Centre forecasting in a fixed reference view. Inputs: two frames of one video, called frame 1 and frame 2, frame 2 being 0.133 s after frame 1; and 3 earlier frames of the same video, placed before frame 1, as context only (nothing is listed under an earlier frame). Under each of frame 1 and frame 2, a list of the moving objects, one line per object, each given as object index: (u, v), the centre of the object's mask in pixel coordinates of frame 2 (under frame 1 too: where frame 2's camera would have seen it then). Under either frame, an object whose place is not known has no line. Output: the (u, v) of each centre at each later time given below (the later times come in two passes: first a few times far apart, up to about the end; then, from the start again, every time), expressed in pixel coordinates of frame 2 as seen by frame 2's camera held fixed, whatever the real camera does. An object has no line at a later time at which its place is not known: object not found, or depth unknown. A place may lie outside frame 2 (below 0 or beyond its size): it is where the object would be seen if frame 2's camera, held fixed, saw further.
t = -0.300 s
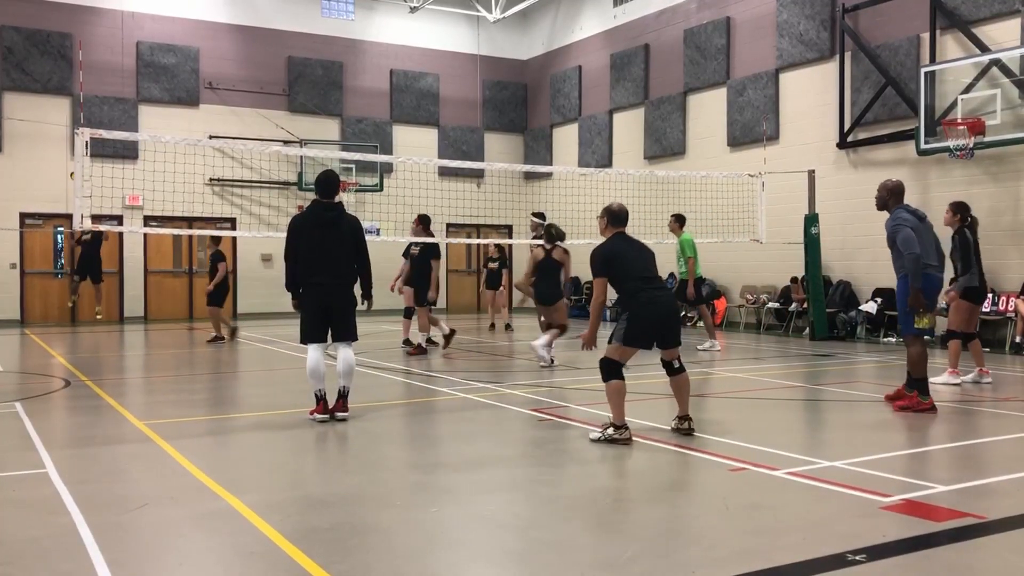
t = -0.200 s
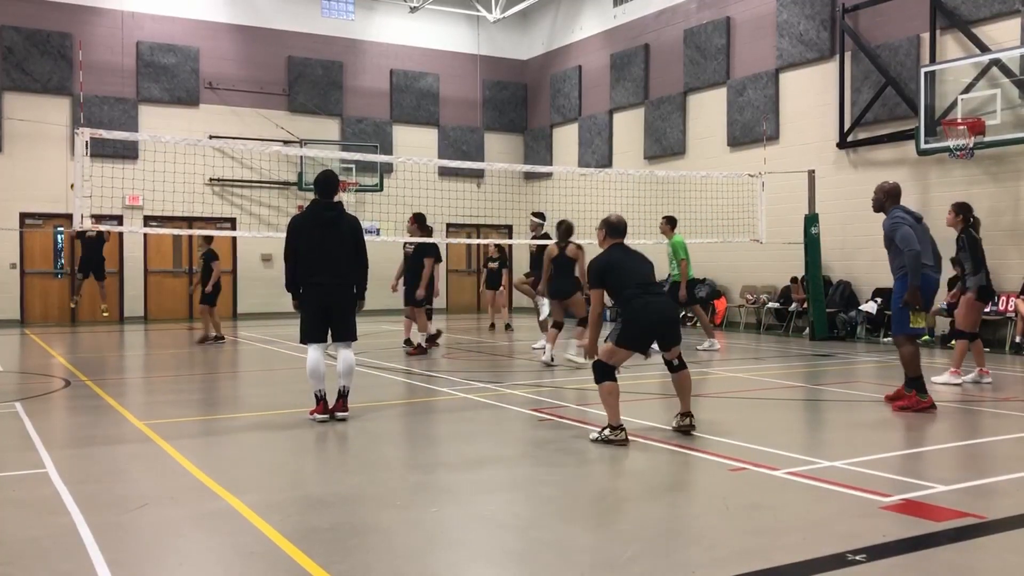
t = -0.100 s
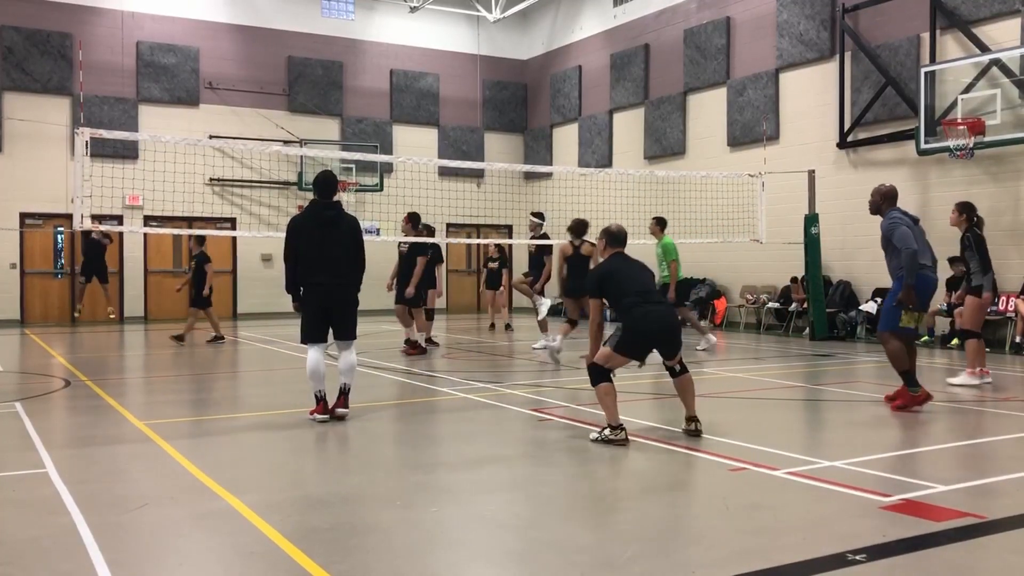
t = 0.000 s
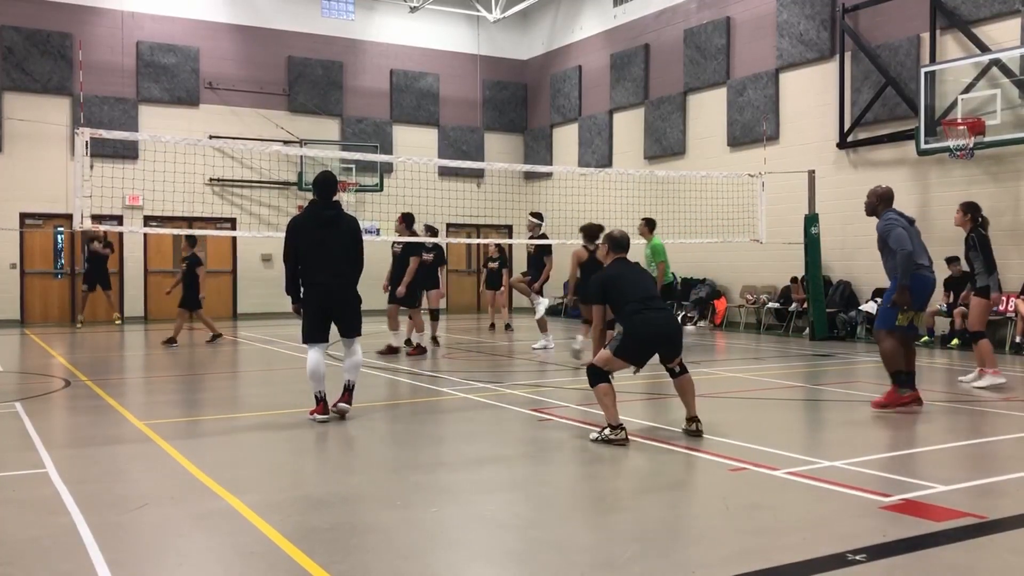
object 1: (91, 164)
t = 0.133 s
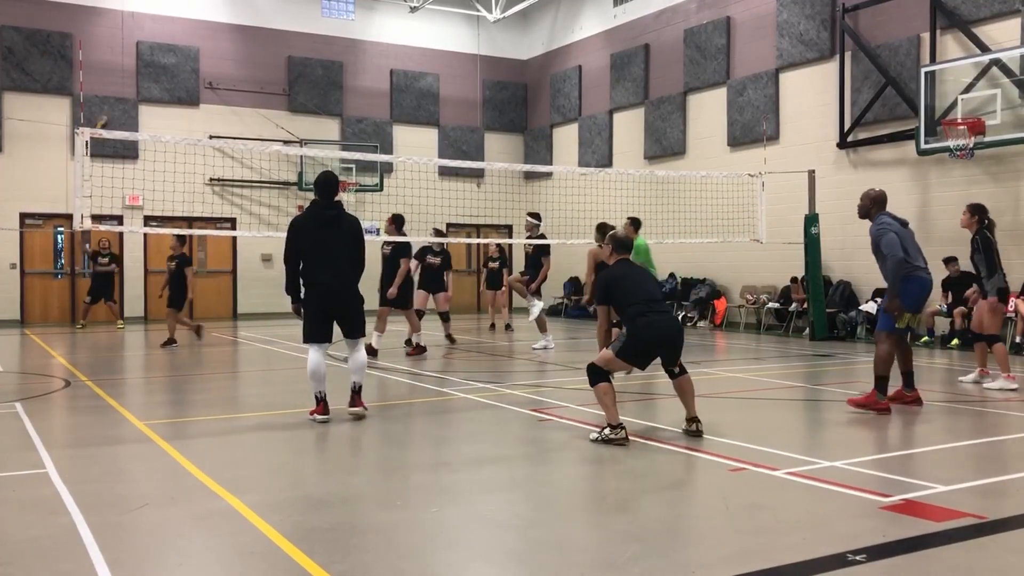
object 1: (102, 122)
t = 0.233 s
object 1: (114, 99)
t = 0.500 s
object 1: (161, 52)
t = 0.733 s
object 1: (220, 50)
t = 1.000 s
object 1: (314, 124)
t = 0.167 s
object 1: (106, 115)
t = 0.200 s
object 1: (109, 106)
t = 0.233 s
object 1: (114, 99)
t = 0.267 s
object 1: (120, 91)
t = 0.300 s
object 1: (124, 85)
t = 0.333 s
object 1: (129, 78)
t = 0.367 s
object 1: (135, 71)
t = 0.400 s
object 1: (140, 66)
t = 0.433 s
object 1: (147, 60)
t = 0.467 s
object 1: (153, 56)
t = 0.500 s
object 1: (161, 52)
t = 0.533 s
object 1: (168, 49)
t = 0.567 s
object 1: (176, 47)
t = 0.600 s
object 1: (184, 45)
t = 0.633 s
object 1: (193, 44)
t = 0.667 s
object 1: (201, 46)
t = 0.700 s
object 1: (211, 47)
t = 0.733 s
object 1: (220, 50)
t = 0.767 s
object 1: (231, 54)
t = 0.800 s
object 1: (241, 59)
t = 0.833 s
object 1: (251, 66)
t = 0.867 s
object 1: (263, 74)
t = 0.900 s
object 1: (274, 83)
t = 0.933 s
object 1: (287, 95)
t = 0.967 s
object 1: (301, 109)
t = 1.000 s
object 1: (314, 124)
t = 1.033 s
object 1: (330, 143)
